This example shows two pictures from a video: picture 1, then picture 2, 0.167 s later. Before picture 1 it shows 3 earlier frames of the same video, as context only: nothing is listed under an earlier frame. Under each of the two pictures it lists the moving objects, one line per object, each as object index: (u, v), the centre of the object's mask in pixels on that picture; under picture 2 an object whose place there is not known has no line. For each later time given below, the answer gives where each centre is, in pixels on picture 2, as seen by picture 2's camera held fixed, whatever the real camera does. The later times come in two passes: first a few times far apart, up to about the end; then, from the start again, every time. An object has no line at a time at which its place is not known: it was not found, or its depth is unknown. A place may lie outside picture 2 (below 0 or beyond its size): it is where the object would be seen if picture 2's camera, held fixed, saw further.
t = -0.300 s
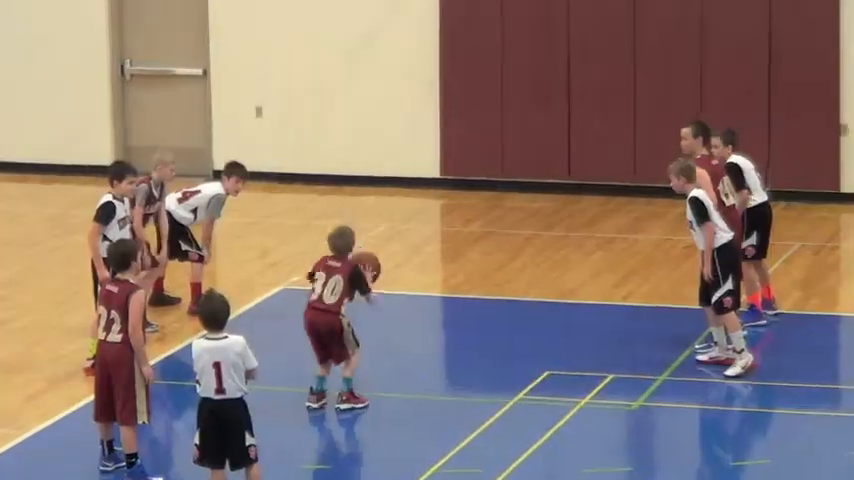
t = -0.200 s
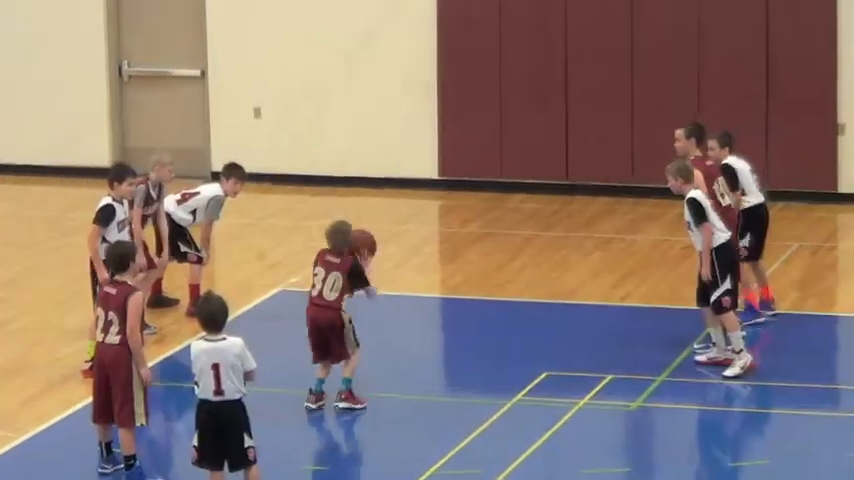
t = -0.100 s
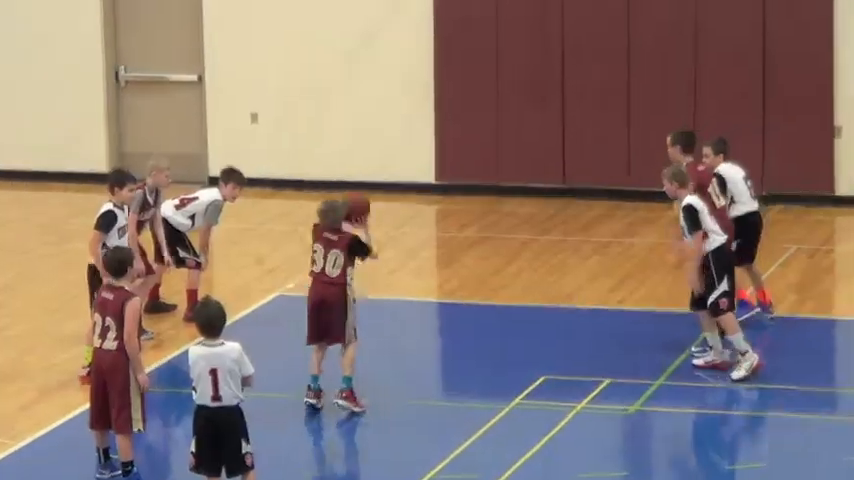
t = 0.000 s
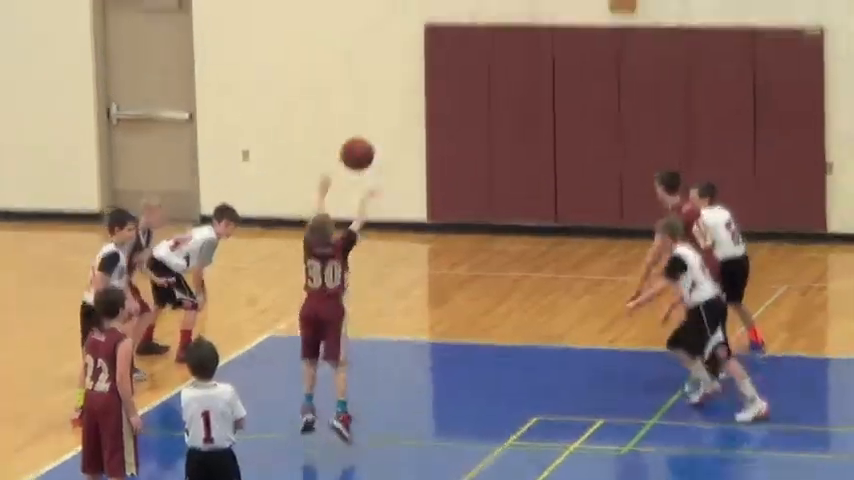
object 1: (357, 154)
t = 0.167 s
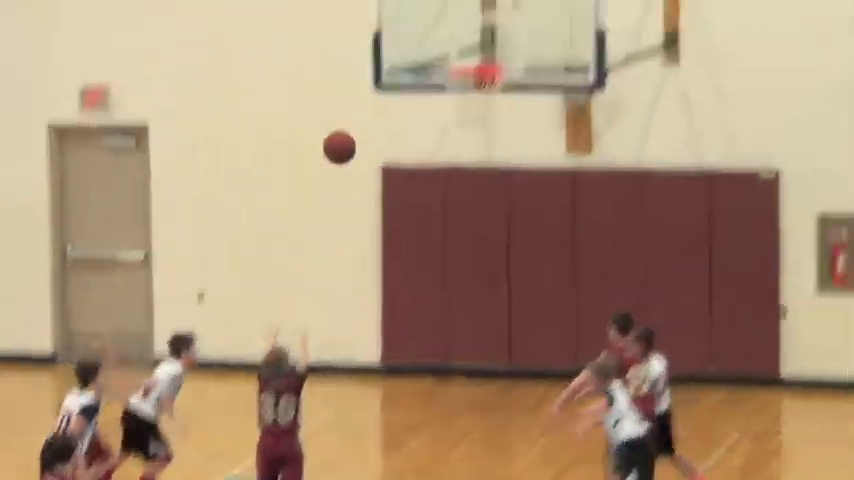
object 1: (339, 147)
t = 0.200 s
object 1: (344, 124)
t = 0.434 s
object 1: (379, 13)
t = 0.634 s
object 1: (407, -20)
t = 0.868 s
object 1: (440, 6)
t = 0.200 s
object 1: (344, 124)
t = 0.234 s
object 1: (349, 103)
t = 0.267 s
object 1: (354, 84)
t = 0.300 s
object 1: (359, 66)
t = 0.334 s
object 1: (363, 50)
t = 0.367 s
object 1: (369, 35)
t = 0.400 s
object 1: (374, 23)
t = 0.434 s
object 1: (379, 13)
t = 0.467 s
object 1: (383, 3)
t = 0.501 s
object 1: (388, -5)
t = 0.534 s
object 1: (393, -10)
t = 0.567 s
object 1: (398, -15)
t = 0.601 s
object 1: (403, -17)
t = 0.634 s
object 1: (407, -20)
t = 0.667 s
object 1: (412, -20)
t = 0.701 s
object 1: (417, -20)
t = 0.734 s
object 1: (421, -17)
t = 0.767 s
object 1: (426, -13)
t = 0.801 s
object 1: (431, -8)
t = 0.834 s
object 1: (435, -1)
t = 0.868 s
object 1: (440, 6)
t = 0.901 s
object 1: (444, 16)
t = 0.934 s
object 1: (448, 27)
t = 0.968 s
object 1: (453, 39)
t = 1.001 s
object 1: (457, 51)
